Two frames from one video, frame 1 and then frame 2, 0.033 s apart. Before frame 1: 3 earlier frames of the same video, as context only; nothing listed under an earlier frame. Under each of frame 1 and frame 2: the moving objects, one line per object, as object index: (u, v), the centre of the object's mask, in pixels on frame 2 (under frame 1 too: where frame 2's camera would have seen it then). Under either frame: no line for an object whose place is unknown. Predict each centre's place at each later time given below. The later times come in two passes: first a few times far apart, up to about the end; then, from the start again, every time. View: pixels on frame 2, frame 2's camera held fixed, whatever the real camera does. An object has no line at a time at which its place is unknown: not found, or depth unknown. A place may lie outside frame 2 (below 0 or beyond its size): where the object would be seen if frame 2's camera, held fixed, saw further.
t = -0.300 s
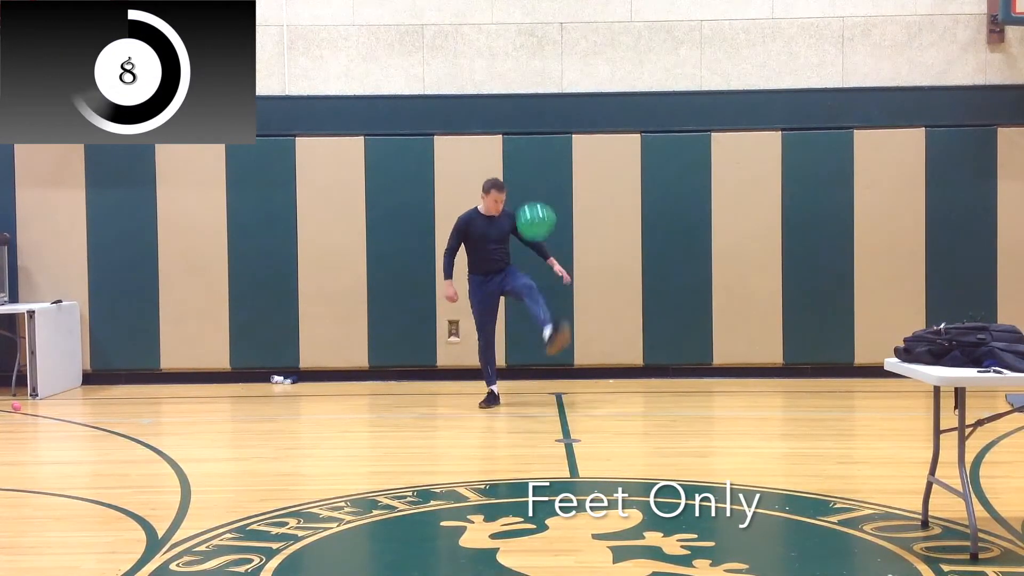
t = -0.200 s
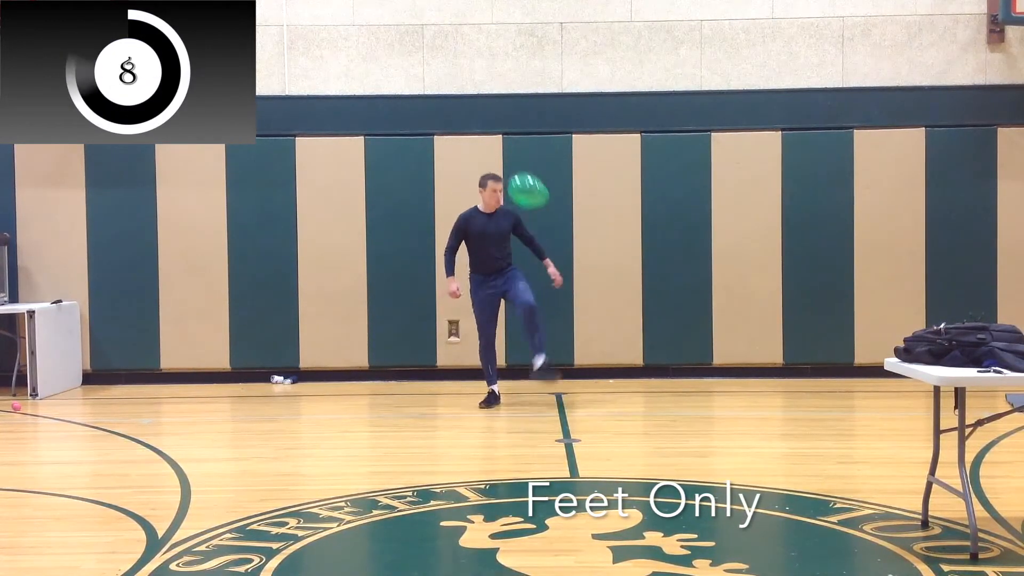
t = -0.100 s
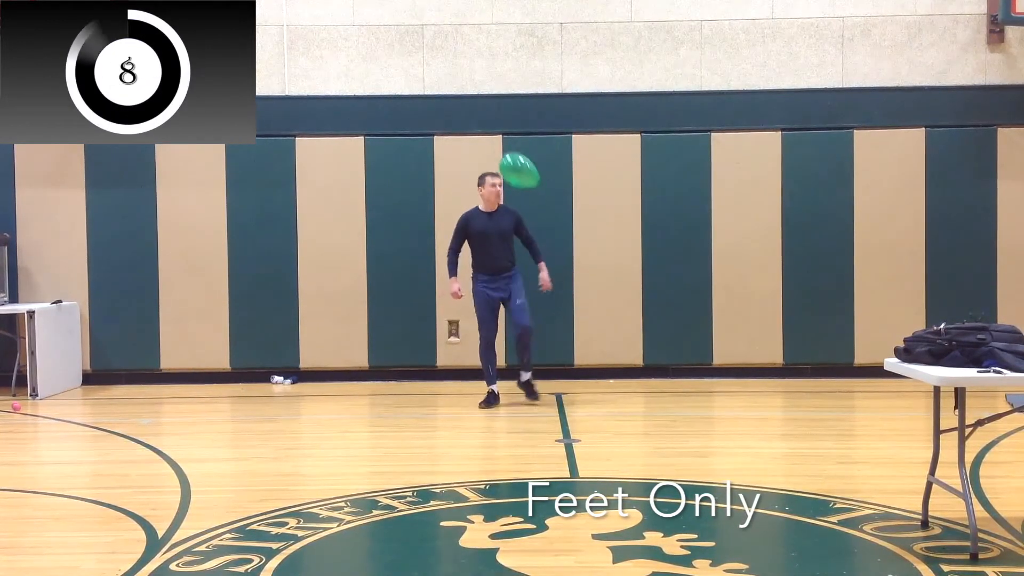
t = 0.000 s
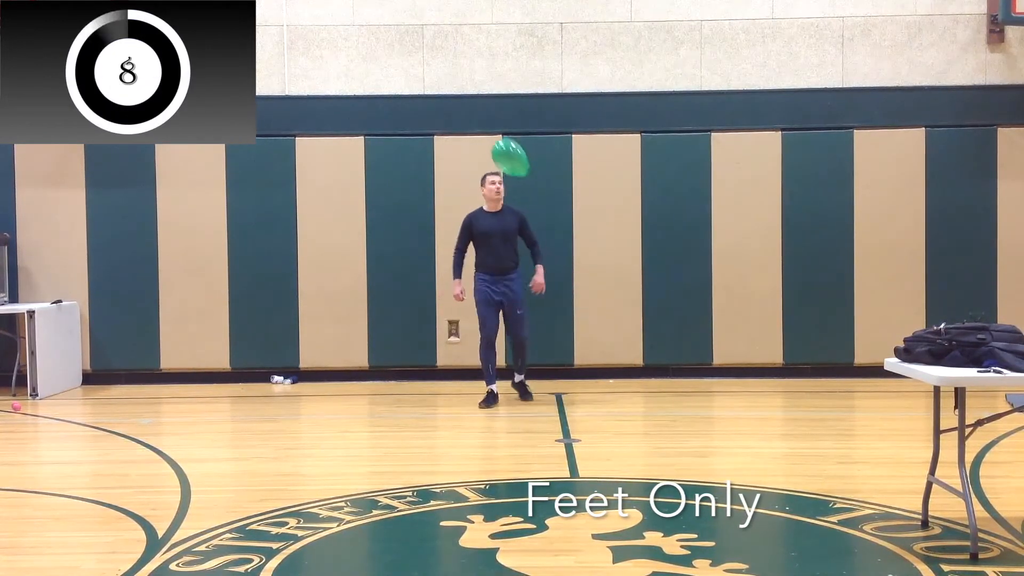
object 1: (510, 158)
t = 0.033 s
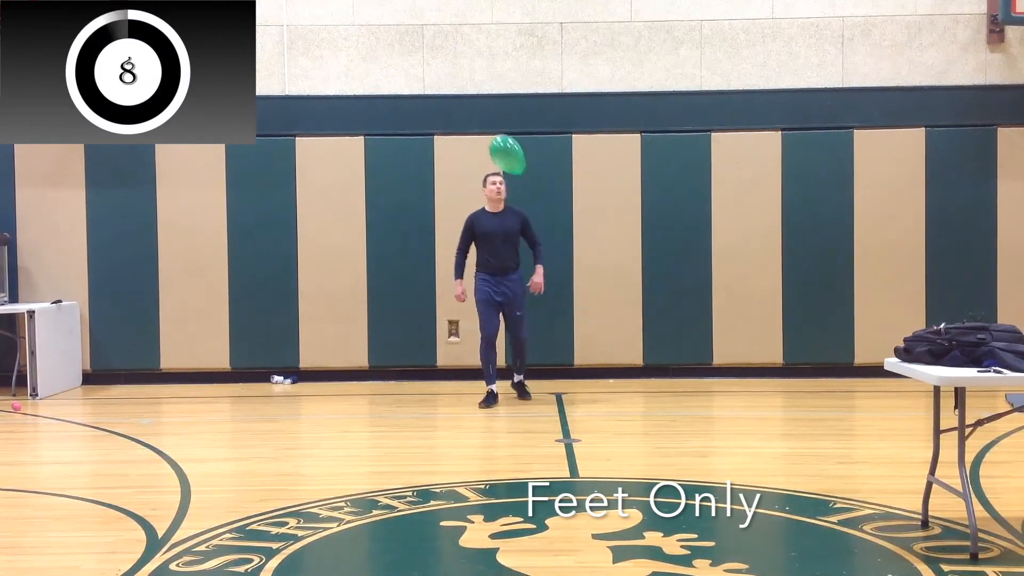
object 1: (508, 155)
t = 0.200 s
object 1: (496, 145)
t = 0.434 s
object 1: (483, 144)
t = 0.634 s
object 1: (474, 154)
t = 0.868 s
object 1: (465, 173)
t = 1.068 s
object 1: (458, 197)
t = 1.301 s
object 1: (454, 230)
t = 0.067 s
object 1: (505, 152)
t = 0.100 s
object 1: (502, 150)
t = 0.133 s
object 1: (500, 148)
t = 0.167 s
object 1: (498, 146)
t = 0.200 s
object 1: (496, 145)
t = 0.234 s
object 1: (494, 144)
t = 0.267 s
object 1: (492, 143)
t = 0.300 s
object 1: (490, 143)
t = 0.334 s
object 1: (488, 143)
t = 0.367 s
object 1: (486, 143)
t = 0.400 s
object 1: (485, 144)
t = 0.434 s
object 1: (483, 144)
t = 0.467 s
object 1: (482, 145)
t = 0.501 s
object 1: (480, 147)
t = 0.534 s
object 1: (479, 148)
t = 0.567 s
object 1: (477, 150)
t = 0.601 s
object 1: (476, 152)
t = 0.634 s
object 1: (474, 154)
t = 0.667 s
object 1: (473, 156)
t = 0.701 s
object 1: (471, 159)
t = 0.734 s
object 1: (470, 161)
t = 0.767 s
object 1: (468, 164)
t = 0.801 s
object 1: (467, 167)
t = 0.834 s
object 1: (466, 170)
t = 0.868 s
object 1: (465, 173)
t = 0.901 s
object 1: (463, 177)
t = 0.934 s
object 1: (462, 181)
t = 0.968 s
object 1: (461, 185)
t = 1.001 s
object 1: (460, 189)
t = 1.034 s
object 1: (459, 193)
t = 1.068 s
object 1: (458, 197)
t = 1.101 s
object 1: (457, 202)
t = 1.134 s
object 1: (456, 206)
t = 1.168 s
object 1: (456, 211)
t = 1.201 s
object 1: (455, 216)
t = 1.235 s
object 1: (454, 220)
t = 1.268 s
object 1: (454, 225)
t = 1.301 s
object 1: (454, 230)
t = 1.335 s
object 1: (454, 235)
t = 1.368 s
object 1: (454, 239)
